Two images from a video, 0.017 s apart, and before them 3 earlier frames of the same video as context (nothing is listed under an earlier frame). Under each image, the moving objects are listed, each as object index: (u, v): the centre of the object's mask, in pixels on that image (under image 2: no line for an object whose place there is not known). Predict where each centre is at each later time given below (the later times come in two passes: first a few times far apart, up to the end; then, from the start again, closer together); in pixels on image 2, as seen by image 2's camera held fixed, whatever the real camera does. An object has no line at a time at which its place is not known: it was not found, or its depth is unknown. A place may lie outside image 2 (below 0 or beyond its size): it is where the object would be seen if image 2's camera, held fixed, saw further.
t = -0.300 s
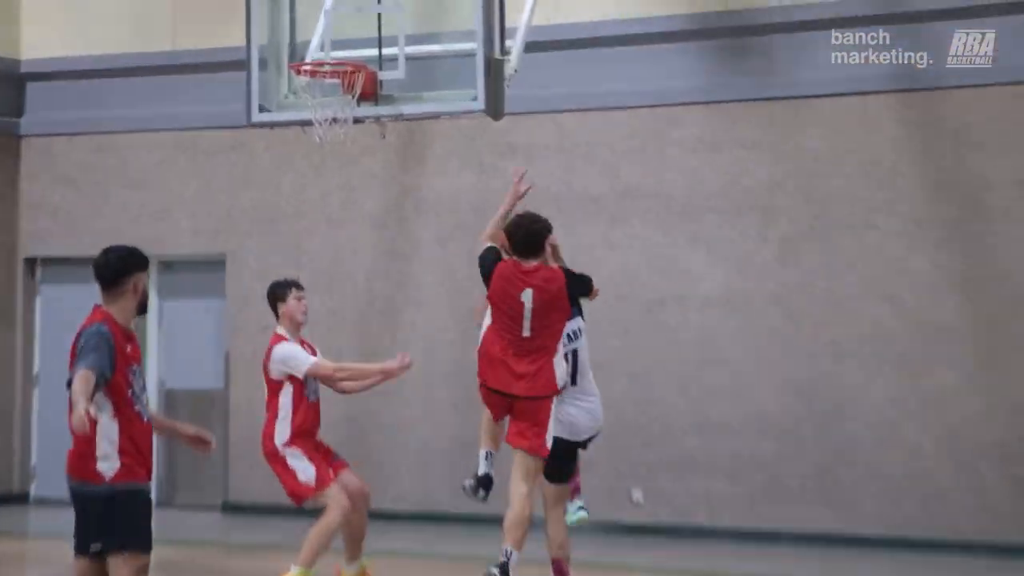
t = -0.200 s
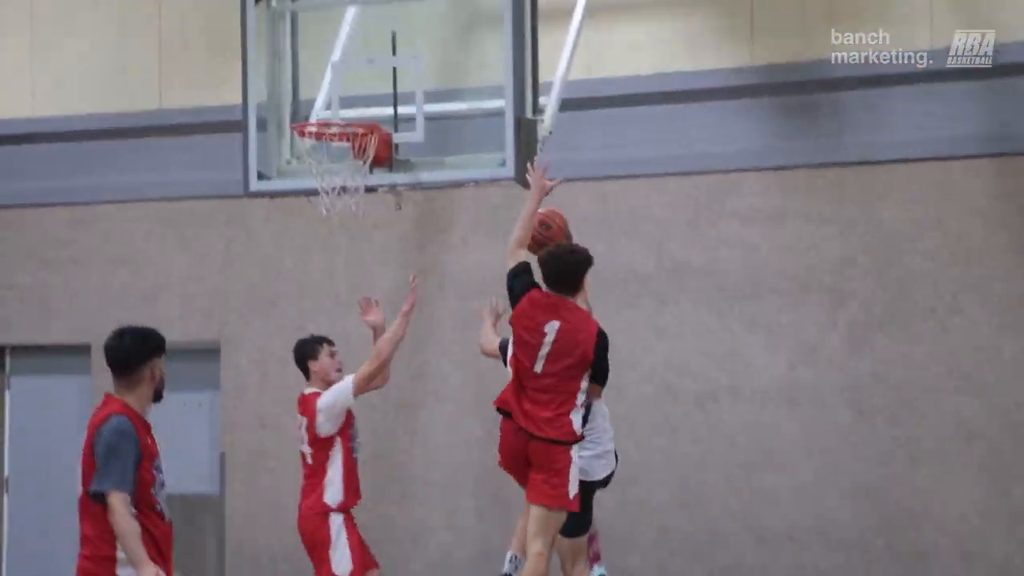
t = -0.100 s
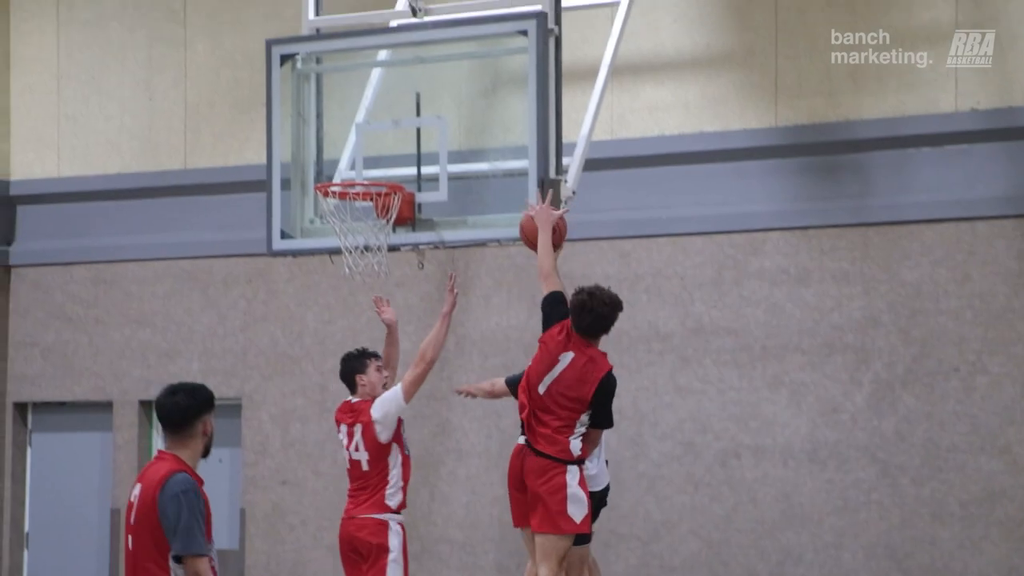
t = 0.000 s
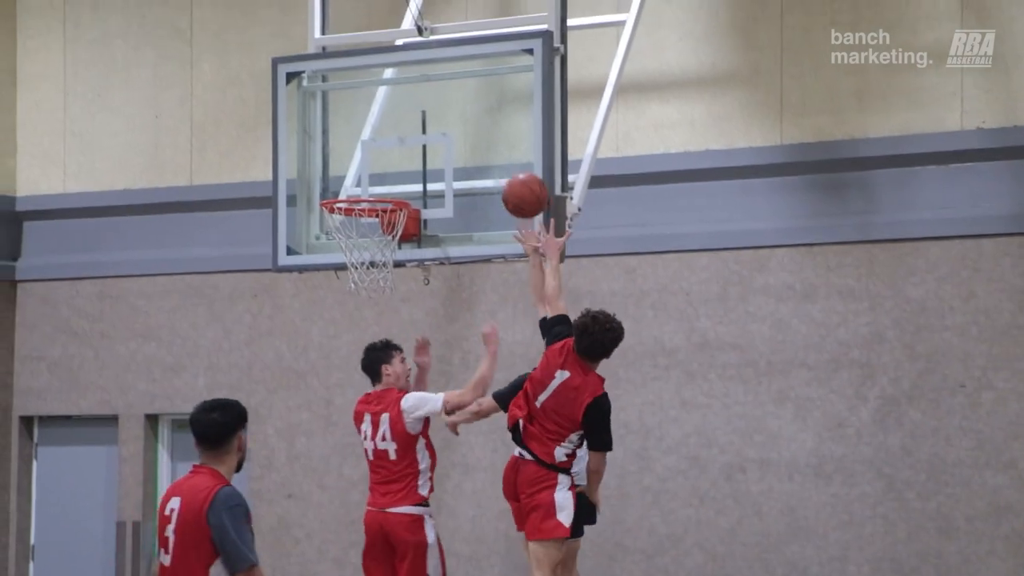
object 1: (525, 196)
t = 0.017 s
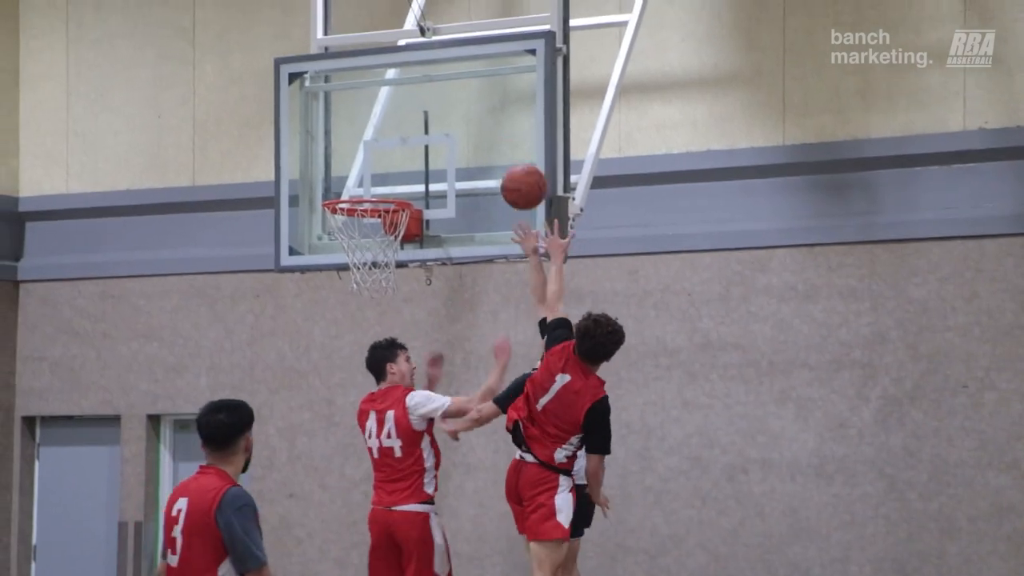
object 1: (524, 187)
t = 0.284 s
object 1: (470, 116)
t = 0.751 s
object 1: (353, 214)
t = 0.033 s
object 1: (520, 178)
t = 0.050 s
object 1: (516, 170)
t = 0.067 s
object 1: (513, 162)
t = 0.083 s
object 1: (510, 156)
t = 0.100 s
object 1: (506, 149)
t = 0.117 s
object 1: (503, 144)
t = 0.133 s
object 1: (500, 138)
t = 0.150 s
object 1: (496, 134)
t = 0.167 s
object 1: (493, 130)
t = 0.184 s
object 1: (490, 126)
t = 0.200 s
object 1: (486, 123)
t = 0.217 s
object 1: (483, 121)
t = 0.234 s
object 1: (480, 118)
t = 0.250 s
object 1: (477, 117)
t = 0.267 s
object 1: (473, 116)
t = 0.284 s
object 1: (470, 116)
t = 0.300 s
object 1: (467, 115)
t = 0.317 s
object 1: (464, 115)
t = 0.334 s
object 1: (460, 112)
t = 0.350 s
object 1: (456, 111)
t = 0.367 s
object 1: (452, 109)
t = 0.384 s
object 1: (447, 108)
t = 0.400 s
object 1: (443, 108)
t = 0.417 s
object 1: (439, 107)
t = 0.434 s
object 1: (435, 108)
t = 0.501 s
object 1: (418, 115)
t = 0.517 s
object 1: (414, 118)
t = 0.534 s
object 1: (409, 121)
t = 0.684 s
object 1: (371, 175)
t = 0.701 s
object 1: (367, 181)
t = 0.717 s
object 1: (362, 187)
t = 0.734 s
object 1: (357, 191)
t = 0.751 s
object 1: (353, 214)
